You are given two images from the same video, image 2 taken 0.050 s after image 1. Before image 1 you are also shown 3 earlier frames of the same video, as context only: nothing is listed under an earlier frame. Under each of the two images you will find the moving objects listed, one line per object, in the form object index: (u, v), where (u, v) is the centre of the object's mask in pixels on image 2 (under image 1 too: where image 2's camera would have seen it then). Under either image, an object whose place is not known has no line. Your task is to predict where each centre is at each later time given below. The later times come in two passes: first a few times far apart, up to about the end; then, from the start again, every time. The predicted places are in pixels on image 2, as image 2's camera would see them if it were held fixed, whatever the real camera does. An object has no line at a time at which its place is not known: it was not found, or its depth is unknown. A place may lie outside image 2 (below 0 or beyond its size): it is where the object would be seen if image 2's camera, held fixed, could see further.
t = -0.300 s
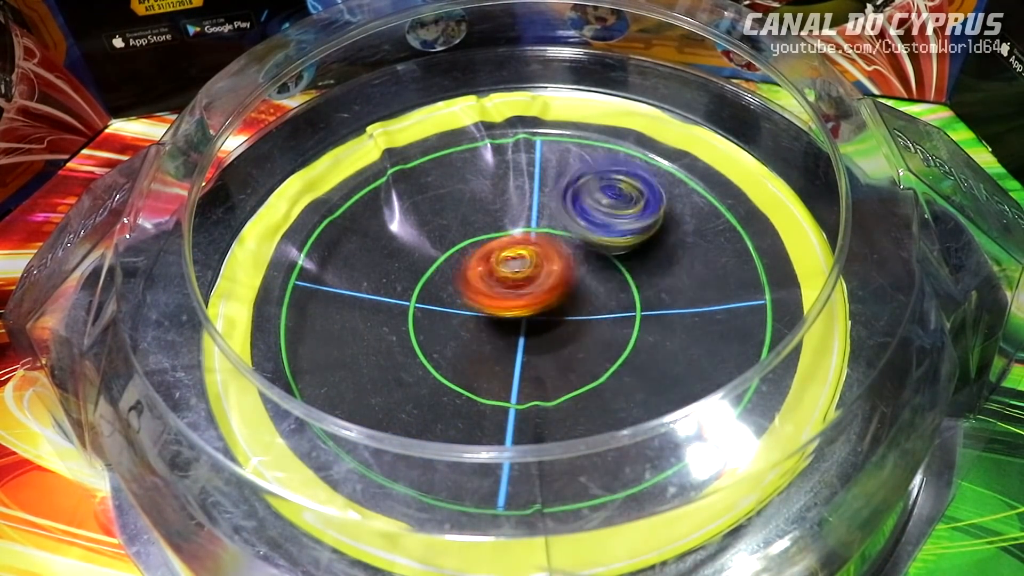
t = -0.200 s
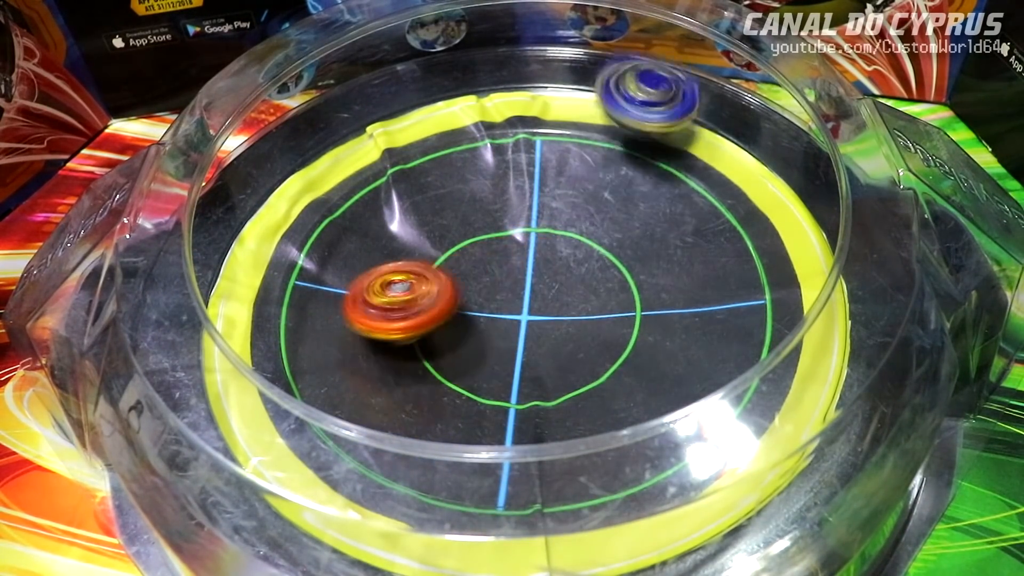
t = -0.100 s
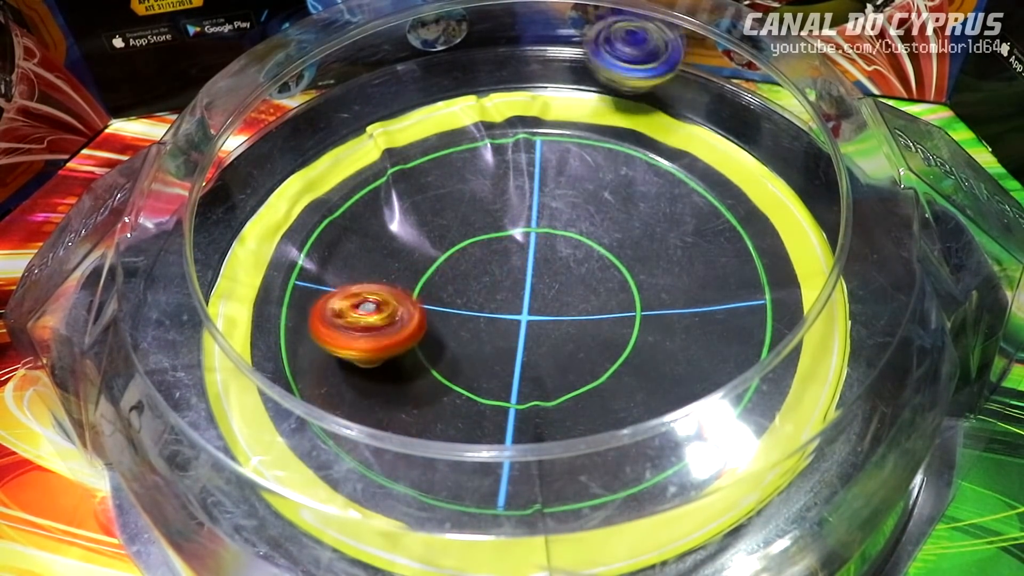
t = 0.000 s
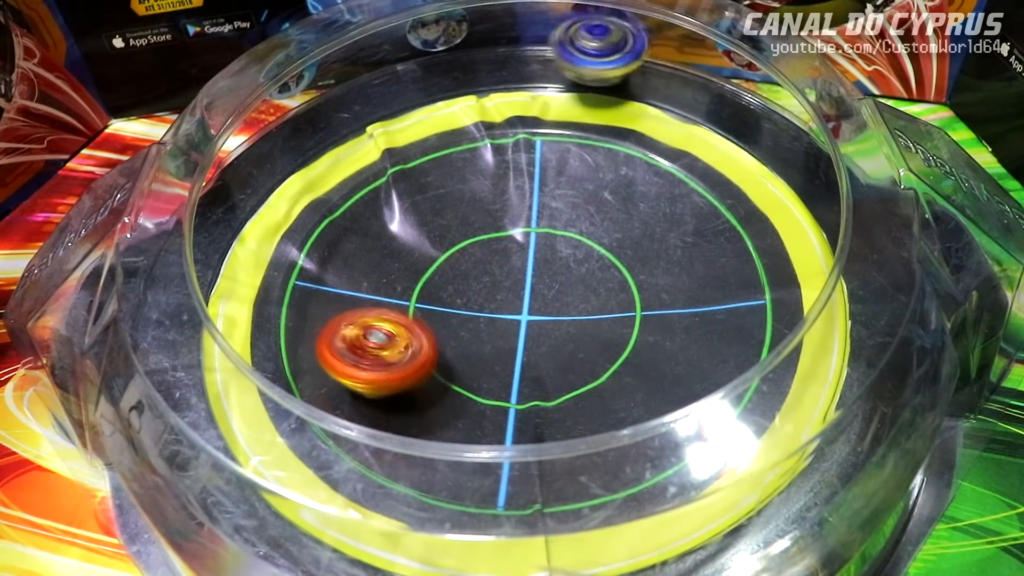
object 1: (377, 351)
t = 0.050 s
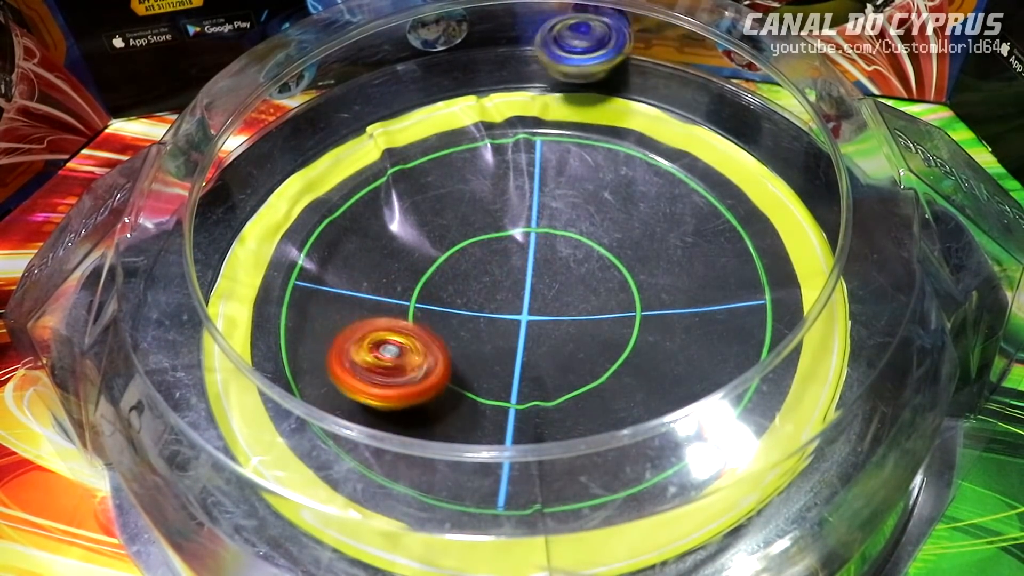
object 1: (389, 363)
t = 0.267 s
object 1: (470, 360)
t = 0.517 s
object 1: (502, 287)
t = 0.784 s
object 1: (490, 264)
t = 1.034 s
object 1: (509, 248)
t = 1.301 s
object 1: (543, 260)
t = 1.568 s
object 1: (506, 319)
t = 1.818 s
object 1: (521, 322)
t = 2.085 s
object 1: (490, 299)
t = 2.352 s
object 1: (481, 282)
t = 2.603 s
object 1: (502, 262)
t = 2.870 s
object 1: (536, 260)
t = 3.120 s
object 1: (556, 279)
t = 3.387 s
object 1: (534, 306)
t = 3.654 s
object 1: (509, 296)
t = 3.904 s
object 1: (514, 294)
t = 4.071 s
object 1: (506, 291)
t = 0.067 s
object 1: (395, 368)
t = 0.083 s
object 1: (402, 370)
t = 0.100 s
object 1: (408, 372)
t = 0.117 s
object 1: (417, 375)
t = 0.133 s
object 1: (422, 374)
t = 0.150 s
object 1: (431, 375)
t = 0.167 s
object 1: (438, 374)
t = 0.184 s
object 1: (444, 374)
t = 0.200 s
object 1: (452, 372)
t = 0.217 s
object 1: (455, 369)
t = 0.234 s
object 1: (462, 367)
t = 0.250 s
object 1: (466, 363)
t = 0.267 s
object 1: (470, 360)
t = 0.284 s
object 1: (476, 354)
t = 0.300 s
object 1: (478, 349)
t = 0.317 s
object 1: (482, 344)
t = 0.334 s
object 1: (484, 338)
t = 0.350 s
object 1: (488, 334)
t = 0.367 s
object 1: (491, 326)
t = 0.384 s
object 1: (493, 322)
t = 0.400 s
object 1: (496, 316)
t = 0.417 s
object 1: (496, 311)
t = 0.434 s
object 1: (499, 307)
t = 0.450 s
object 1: (500, 301)
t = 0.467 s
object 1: (500, 298)
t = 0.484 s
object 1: (502, 293)
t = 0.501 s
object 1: (501, 289)
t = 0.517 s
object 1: (502, 287)
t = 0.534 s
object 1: (501, 283)
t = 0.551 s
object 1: (501, 282)
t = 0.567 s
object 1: (501, 278)
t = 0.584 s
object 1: (499, 277)
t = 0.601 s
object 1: (499, 276)
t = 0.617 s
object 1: (498, 273)
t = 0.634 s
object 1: (497, 274)
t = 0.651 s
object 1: (496, 271)
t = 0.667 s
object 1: (495, 272)
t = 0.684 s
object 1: (495, 271)
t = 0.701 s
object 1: (493, 270)
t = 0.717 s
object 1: (493, 269)
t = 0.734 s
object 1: (491, 267)
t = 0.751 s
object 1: (491, 267)
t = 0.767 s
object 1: (491, 264)
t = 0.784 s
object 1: (490, 264)
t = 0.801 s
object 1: (491, 261)
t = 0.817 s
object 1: (490, 260)
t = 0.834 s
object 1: (492, 258)
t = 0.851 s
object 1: (492, 256)
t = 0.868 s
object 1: (494, 255)
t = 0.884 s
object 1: (495, 253)
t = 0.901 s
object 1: (495, 253)
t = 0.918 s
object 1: (498, 252)
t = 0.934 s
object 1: (498, 251)
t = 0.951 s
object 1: (500, 251)
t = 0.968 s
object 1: (501, 249)
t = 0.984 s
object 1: (503, 250)
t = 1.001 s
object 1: (505, 248)
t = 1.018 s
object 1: (506, 249)
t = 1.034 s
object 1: (509, 248)
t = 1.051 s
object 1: (510, 249)
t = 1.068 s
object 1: (514, 249)
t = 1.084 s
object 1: (515, 249)
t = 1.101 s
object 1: (519, 250)
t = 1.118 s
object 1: (521, 249)
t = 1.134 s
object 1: (523, 251)
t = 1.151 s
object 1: (526, 250)
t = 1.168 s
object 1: (528, 252)
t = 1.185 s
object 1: (531, 253)
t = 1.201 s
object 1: (533, 254)
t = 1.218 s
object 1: (536, 255)
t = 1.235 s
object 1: (537, 255)
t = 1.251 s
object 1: (539, 257)
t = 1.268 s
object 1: (540, 257)
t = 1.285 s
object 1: (541, 259)
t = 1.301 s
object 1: (543, 260)
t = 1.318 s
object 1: (539, 263)
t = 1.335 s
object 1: (531, 269)
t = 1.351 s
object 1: (523, 275)
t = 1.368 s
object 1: (517, 282)
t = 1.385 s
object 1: (512, 287)
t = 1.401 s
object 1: (508, 293)
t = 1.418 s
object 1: (506, 297)
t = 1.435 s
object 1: (504, 301)
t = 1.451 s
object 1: (503, 304)
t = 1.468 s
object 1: (502, 307)
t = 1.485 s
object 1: (503, 310)
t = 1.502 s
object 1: (502, 312)
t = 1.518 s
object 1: (504, 315)
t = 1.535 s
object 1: (504, 316)
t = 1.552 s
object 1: (506, 318)
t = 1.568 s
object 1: (506, 319)
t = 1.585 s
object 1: (509, 321)
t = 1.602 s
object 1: (509, 321)
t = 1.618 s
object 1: (512, 322)
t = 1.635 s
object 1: (513, 322)
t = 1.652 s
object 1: (517, 323)
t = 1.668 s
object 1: (518, 322)
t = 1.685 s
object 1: (520, 322)
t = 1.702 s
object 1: (521, 323)
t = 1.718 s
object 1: (523, 323)
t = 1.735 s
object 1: (524, 323)
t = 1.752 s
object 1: (524, 323)
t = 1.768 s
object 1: (524, 323)
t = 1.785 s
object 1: (524, 323)
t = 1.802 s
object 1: (523, 322)
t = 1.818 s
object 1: (521, 322)
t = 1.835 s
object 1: (520, 321)
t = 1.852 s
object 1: (517, 321)
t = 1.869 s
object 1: (515, 319)
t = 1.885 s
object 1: (512, 318)
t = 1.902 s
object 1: (511, 317)
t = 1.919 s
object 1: (508, 316)
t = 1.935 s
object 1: (507, 315)
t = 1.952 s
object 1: (506, 312)
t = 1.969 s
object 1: (506, 311)
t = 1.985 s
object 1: (505, 306)
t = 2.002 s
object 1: (503, 304)
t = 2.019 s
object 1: (498, 300)
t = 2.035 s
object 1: (497, 299)
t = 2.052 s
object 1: (492, 299)
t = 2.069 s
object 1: (492, 300)
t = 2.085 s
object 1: (490, 299)
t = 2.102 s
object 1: (491, 300)
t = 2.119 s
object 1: (489, 299)
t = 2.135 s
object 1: (489, 298)
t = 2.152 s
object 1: (487, 296)
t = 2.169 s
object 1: (487, 296)
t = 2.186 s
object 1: (485, 295)
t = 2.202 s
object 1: (485, 294)
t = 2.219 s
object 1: (483, 293)
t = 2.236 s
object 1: (483, 292)
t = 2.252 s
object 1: (482, 291)
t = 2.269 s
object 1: (482, 290)
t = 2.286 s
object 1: (481, 288)
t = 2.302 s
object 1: (481, 288)
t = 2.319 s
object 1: (480, 285)
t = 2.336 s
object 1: (482, 284)
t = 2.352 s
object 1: (481, 282)
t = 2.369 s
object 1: (483, 281)
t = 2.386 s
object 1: (482, 279)
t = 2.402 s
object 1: (484, 278)
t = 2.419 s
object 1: (483, 277)
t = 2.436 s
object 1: (486, 275)
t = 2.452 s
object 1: (486, 274)
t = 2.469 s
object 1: (488, 272)
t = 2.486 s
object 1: (488, 271)
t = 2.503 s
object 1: (491, 269)
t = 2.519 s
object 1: (491, 269)
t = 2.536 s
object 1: (494, 267)
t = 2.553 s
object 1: (495, 266)
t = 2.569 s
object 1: (498, 264)
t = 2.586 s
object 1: (499, 264)
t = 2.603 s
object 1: (502, 262)
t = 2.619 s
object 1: (503, 262)
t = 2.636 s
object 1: (506, 260)
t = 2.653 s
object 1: (507, 261)
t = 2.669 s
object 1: (510, 259)
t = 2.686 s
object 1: (512, 260)
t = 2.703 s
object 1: (514, 258)
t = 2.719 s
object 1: (516, 259)
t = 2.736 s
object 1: (518, 258)
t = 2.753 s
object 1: (520, 259)
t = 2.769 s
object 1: (522, 258)
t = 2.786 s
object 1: (525, 258)
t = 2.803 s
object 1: (527, 258)
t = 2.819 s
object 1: (530, 259)
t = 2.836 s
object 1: (531, 259)
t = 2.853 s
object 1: (535, 259)
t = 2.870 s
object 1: (536, 260)
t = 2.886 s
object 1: (539, 260)
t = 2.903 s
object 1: (540, 261)
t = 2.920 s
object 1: (543, 261)
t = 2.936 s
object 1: (543, 262)
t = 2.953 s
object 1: (547, 263)
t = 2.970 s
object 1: (547, 265)
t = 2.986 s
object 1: (550, 266)
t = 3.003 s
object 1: (550, 267)
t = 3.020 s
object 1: (552, 268)
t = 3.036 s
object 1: (553, 270)
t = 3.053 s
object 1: (554, 272)
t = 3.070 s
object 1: (555, 274)
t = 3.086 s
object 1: (555, 275)
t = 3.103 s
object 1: (556, 278)
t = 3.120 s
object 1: (556, 279)
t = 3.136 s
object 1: (557, 282)
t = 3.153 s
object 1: (556, 283)
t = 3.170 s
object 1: (557, 286)
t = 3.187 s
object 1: (555, 287)
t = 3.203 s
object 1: (555, 290)
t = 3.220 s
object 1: (553, 292)
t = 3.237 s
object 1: (552, 293)
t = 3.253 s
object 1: (549, 295)
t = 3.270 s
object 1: (548, 295)
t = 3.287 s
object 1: (544, 297)
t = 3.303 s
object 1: (542, 298)
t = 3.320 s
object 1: (540, 302)
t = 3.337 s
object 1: (538, 302)
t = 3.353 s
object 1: (537, 305)
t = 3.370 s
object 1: (535, 305)
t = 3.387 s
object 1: (534, 306)
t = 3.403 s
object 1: (530, 307)
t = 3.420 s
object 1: (529, 306)
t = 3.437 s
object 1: (525, 307)
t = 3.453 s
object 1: (523, 306)
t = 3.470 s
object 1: (521, 307)
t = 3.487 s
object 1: (518, 305)
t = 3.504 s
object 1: (517, 305)
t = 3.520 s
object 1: (514, 304)
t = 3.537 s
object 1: (514, 303)
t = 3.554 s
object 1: (511, 302)
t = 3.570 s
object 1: (511, 300)
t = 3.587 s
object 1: (510, 300)
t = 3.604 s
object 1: (509, 298)
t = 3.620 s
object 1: (509, 298)
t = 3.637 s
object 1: (508, 296)
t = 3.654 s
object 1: (509, 296)
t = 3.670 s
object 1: (508, 295)
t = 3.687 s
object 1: (510, 294)
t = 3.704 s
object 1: (509, 294)
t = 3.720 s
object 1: (510, 292)
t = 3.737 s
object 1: (511, 293)
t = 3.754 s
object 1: (511, 292)
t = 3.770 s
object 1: (512, 293)
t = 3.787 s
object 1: (512, 292)
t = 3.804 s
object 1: (514, 293)
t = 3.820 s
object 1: (513, 293)
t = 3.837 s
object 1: (515, 292)
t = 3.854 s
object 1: (515, 294)
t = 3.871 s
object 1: (514, 293)
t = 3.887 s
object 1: (515, 295)
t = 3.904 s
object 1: (514, 294)
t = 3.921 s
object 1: (514, 295)
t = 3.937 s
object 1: (513, 296)
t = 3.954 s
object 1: (512, 295)
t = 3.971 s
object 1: (511, 296)
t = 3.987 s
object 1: (510, 295)
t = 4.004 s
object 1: (510, 296)
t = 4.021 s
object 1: (507, 294)
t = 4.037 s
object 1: (508, 294)
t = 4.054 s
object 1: (506, 294)
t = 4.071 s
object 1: (506, 291)
